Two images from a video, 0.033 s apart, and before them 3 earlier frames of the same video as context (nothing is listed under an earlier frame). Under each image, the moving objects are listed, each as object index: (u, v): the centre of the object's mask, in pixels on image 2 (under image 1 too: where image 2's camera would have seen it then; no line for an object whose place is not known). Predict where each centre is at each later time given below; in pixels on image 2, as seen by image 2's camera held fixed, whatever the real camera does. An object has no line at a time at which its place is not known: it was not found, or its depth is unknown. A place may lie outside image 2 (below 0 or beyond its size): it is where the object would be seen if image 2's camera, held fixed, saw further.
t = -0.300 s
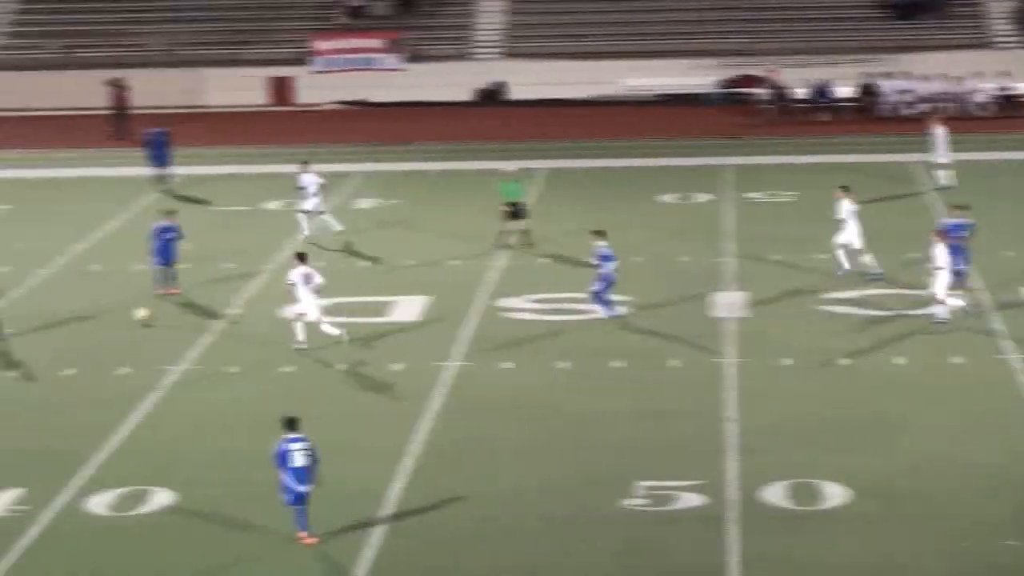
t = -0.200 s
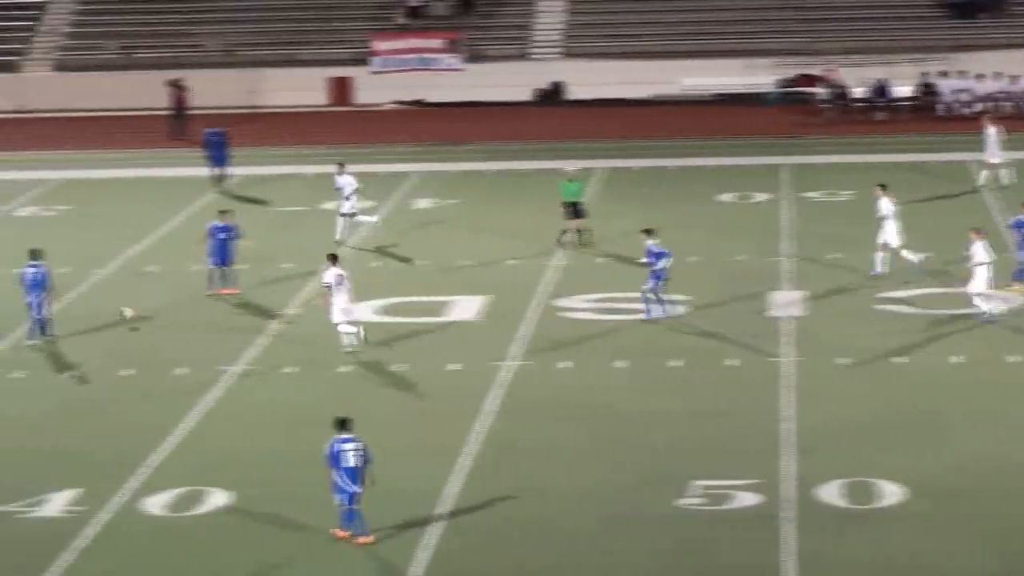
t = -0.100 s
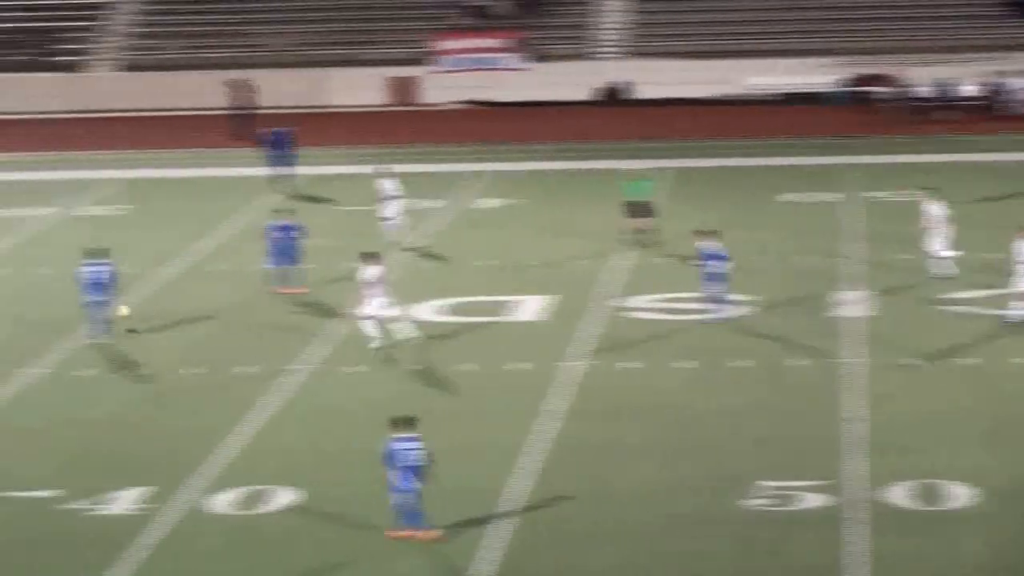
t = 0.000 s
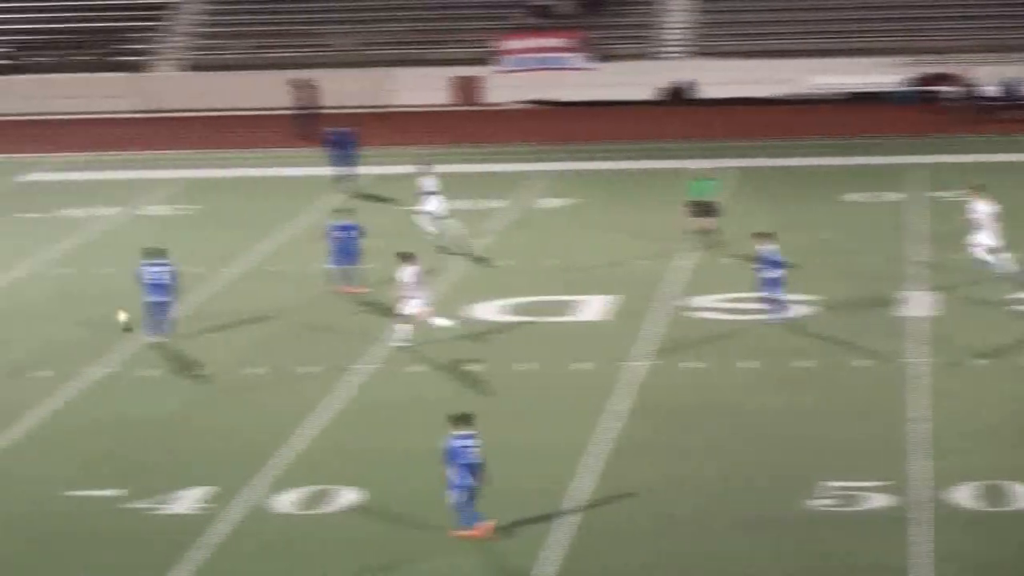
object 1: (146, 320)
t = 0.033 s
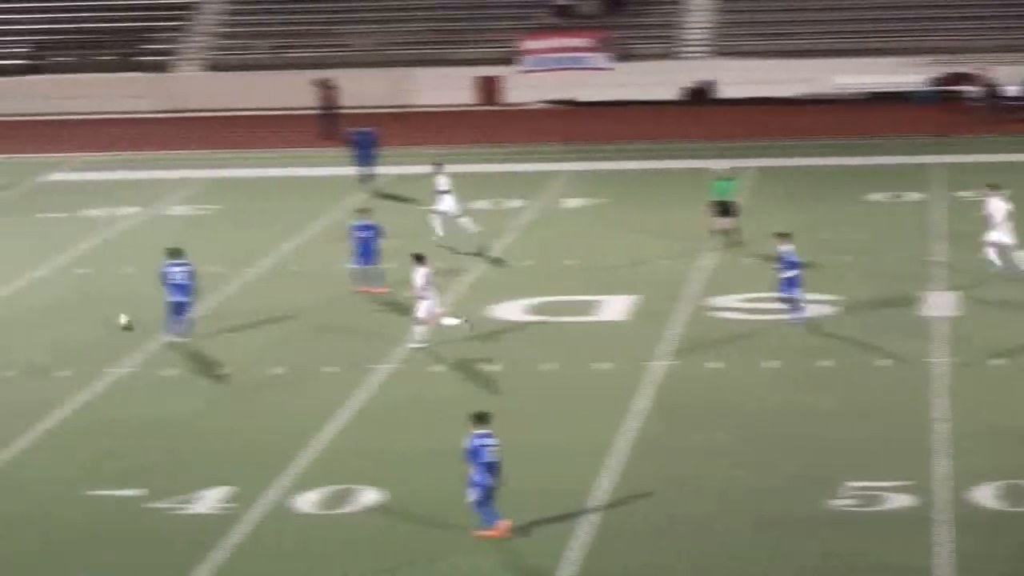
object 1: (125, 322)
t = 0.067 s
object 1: (106, 323)
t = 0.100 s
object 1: (88, 323)
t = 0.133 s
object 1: (70, 323)
